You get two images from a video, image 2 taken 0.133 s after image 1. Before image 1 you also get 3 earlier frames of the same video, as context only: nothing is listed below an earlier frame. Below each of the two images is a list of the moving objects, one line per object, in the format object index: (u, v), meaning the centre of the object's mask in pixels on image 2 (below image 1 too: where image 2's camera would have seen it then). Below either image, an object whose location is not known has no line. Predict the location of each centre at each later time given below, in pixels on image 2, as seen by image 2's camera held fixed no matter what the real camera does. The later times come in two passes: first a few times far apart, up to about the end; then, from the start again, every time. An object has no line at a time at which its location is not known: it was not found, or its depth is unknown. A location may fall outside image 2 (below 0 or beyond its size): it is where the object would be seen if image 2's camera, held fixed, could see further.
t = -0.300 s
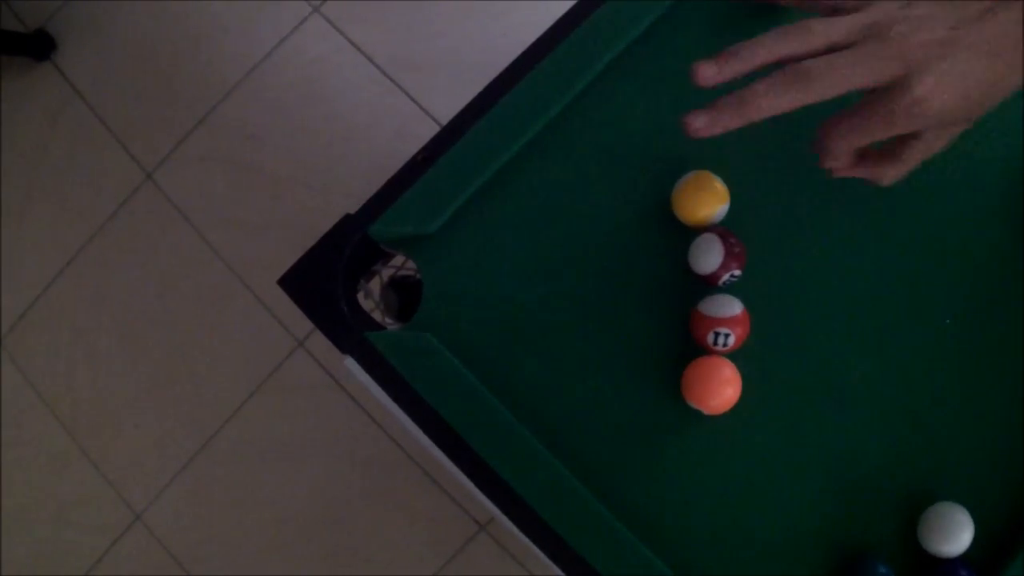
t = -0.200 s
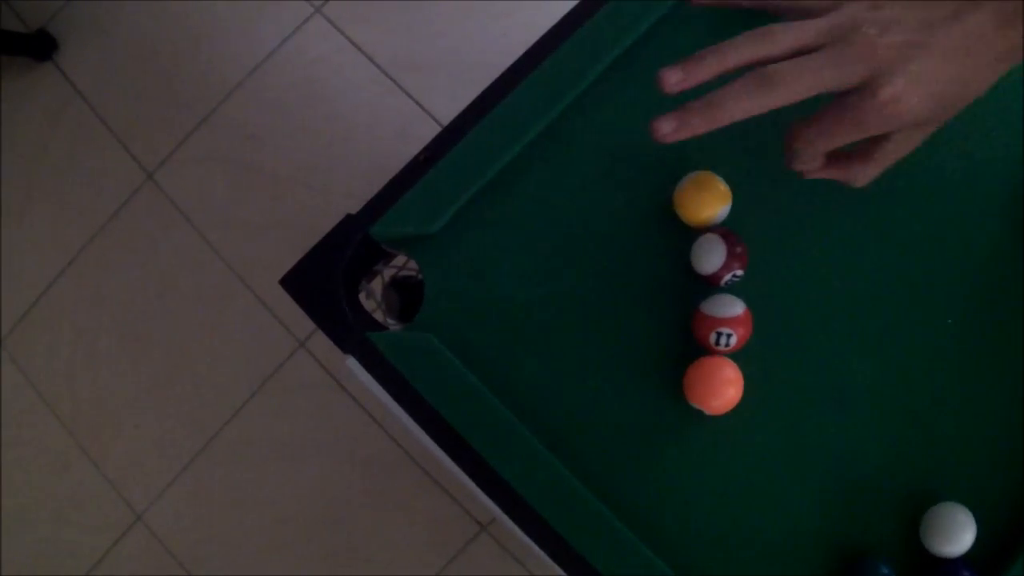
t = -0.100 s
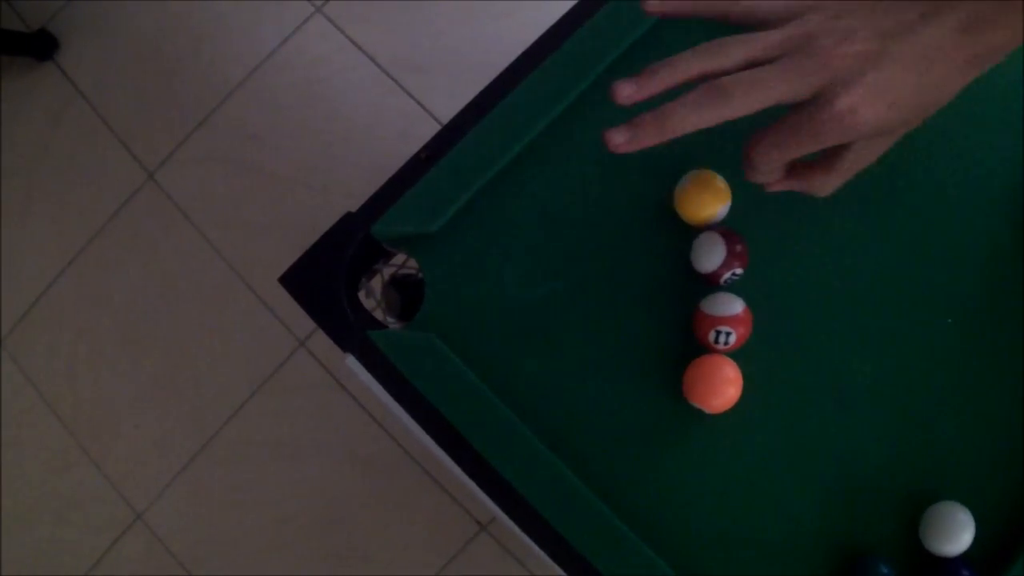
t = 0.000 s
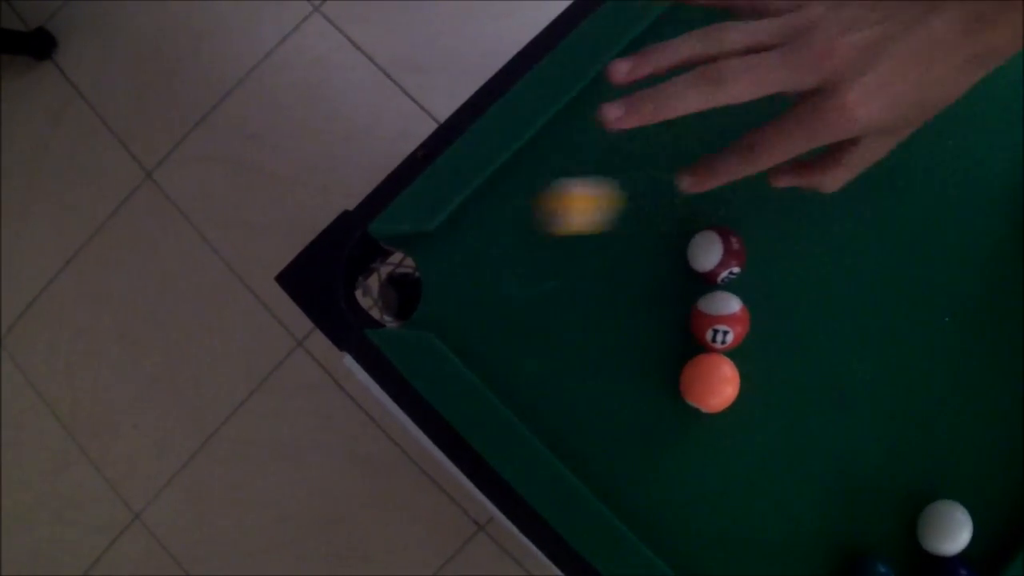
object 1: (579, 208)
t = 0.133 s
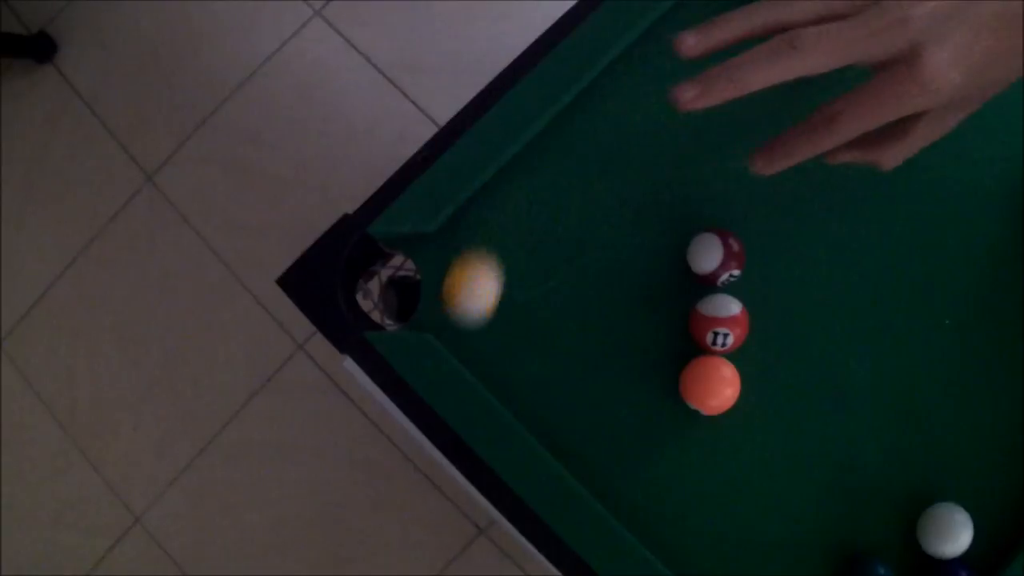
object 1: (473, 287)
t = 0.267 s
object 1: (517, 323)
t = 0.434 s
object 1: (610, 322)
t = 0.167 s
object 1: (464, 316)
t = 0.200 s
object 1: (478, 324)
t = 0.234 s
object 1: (499, 323)
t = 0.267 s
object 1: (517, 323)
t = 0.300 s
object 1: (537, 322)
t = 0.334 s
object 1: (556, 322)
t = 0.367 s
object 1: (574, 322)
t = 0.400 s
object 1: (592, 322)
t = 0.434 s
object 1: (610, 322)
